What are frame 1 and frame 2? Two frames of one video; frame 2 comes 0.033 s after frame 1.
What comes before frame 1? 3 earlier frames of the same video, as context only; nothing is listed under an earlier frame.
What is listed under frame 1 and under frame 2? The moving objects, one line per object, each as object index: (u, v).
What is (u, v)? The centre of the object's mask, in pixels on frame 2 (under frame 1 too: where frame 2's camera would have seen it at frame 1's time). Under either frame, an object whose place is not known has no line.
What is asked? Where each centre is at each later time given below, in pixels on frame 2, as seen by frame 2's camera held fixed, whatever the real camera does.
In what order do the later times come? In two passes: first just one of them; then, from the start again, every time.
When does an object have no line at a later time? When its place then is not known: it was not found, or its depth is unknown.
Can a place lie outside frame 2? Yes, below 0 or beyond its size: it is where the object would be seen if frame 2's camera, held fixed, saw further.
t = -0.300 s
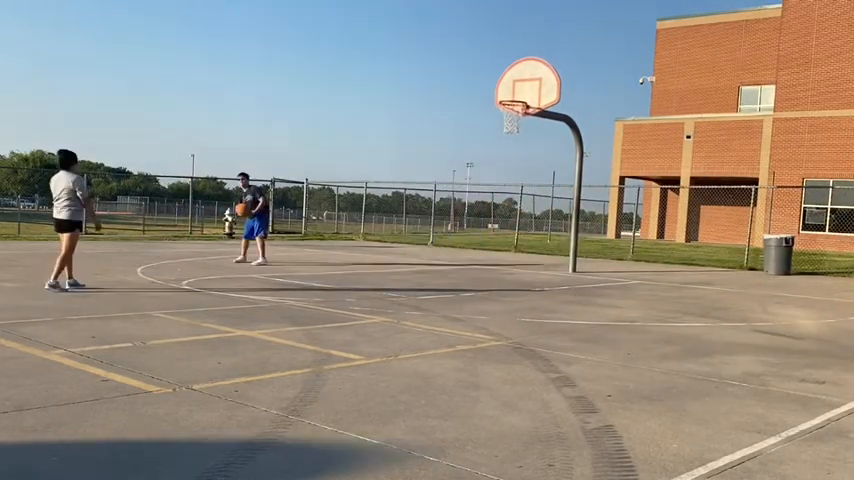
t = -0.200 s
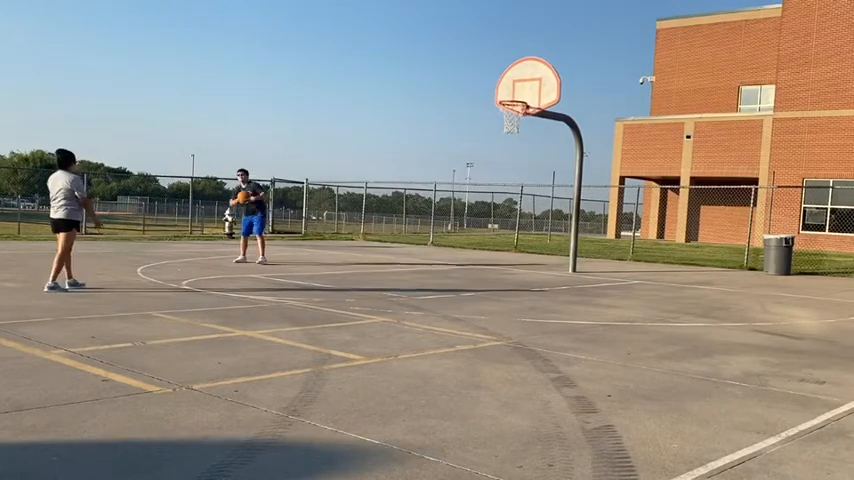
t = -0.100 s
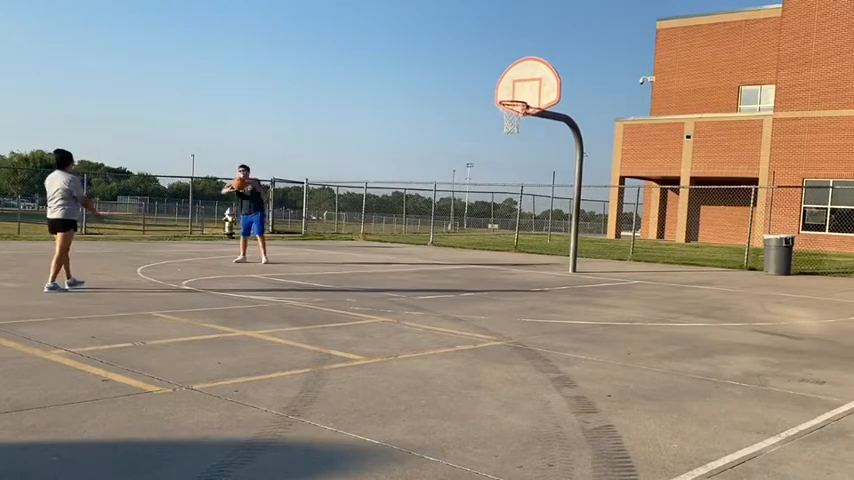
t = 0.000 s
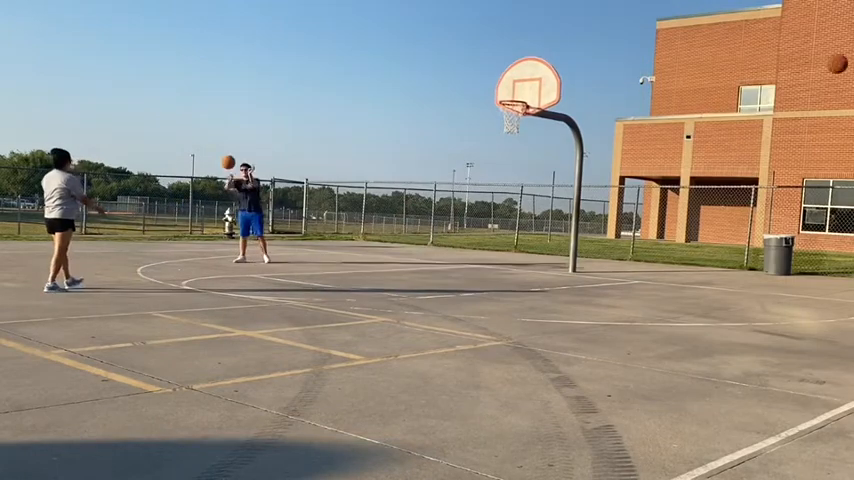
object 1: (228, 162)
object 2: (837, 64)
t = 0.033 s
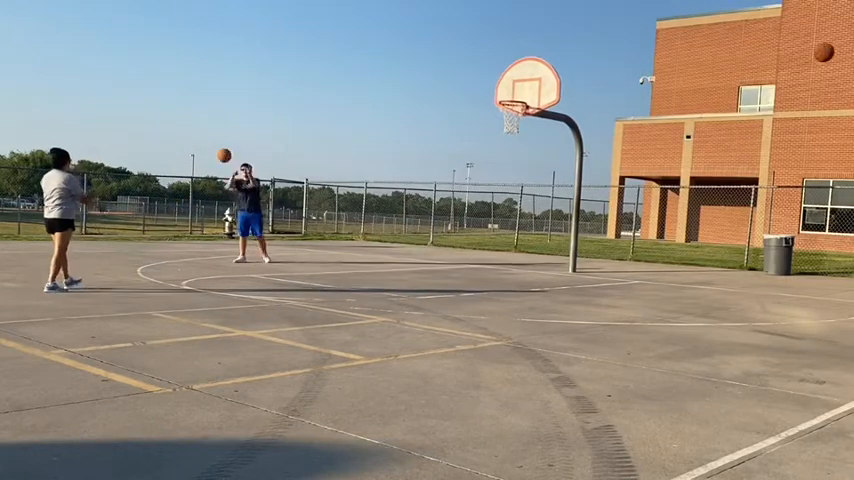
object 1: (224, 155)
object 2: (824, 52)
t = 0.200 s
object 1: (202, 130)
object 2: (759, 11)
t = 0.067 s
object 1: (219, 149)
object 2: (810, 42)
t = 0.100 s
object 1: (215, 143)
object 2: (797, 33)
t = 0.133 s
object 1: (211, 138)
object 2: (784, 24)
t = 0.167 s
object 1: (206, 134)
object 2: (771, 17)
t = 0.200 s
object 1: (202, 130)
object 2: (759, 11)
